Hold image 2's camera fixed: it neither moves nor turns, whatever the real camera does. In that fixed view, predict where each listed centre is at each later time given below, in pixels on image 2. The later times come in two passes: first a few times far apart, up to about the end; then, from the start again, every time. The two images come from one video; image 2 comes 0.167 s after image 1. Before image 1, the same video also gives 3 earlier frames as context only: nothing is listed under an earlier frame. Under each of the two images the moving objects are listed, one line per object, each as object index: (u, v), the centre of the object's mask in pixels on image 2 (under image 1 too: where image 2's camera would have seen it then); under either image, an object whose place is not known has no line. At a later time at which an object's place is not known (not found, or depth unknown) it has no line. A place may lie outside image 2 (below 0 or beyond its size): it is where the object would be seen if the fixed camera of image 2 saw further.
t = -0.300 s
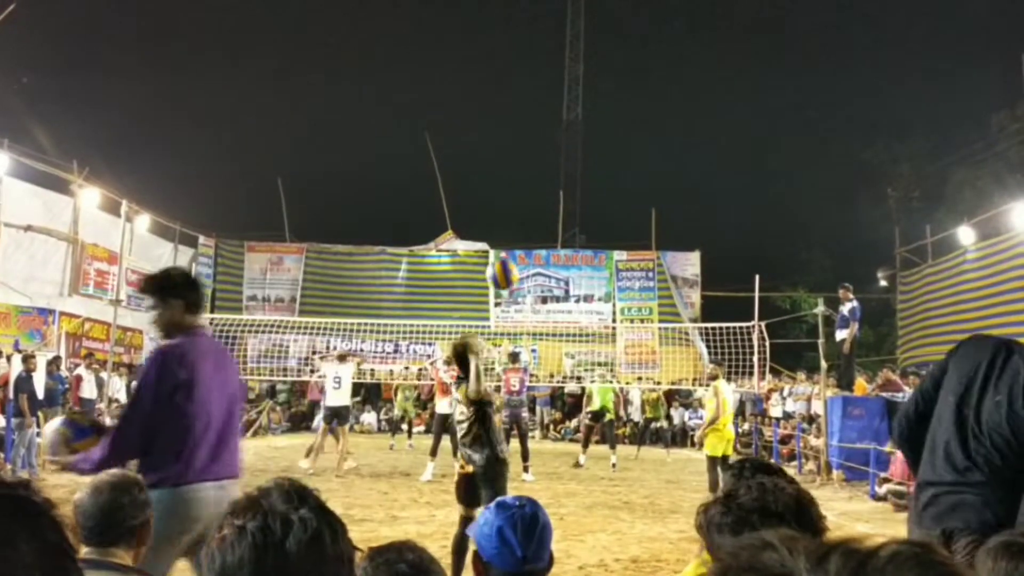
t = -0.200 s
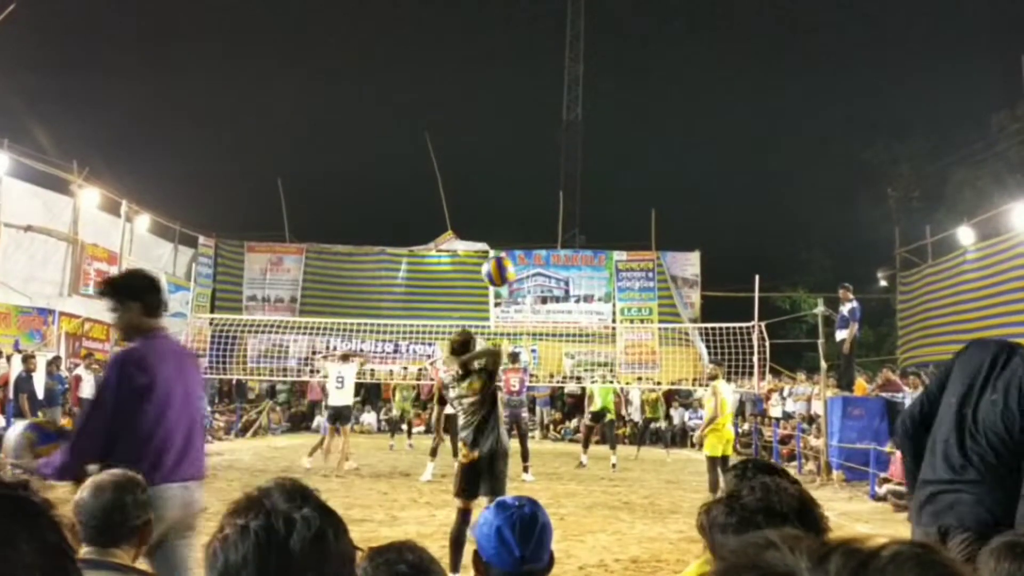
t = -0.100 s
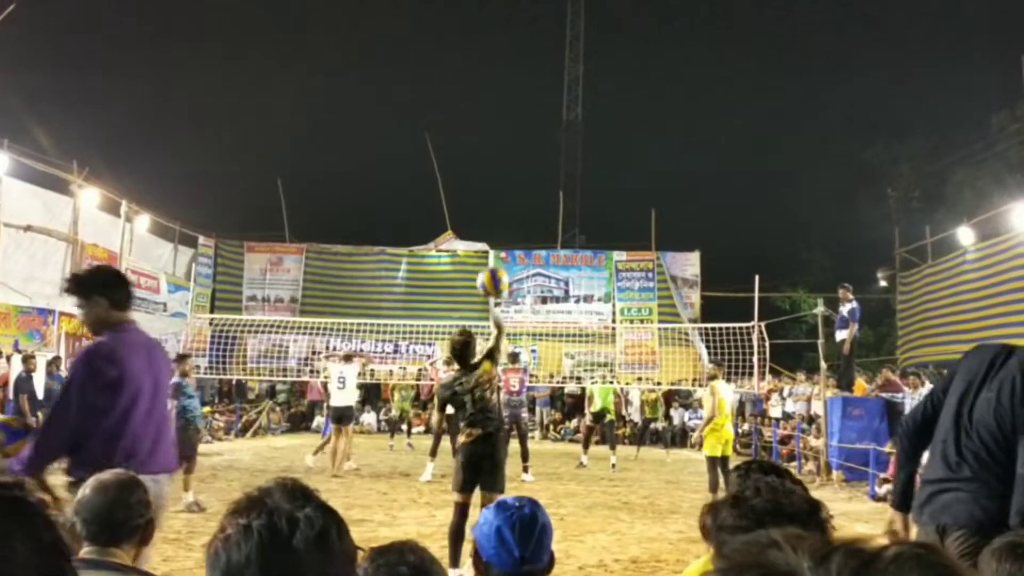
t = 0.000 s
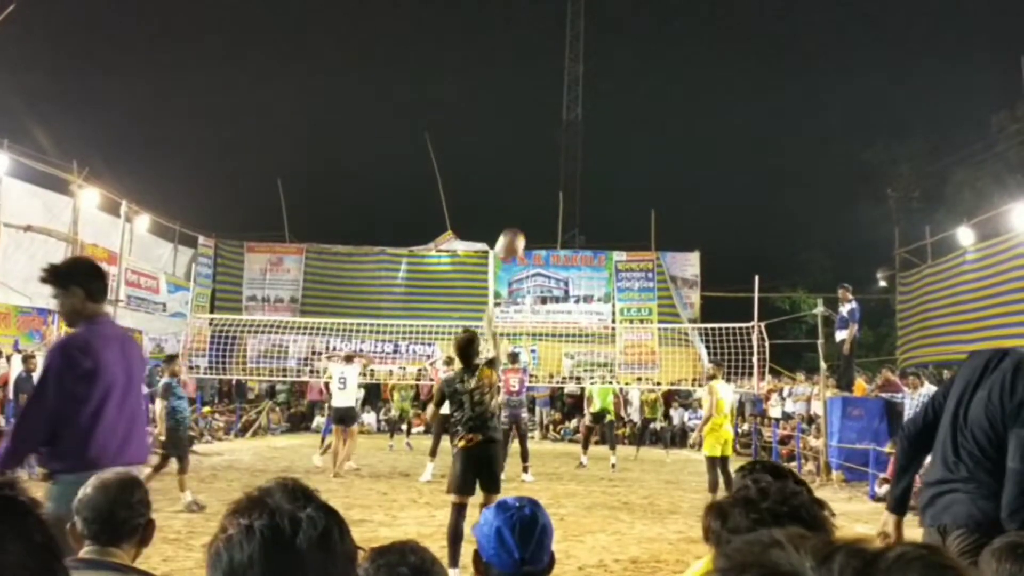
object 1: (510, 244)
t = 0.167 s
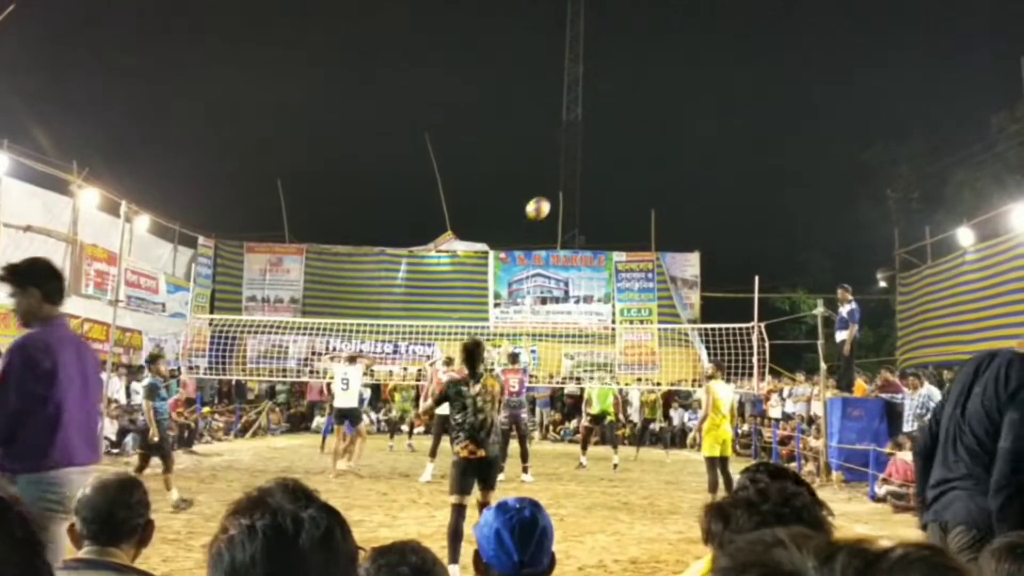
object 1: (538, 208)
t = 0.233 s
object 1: (546, 204)
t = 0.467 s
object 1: (558, 217)
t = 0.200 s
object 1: (542, 205)
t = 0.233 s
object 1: (546, 204)
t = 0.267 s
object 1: (549, 203)
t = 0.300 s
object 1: (551, 204)
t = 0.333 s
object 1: (553, 205)
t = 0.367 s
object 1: (555, 207)
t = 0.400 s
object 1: (556, 210)
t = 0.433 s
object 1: (557, 213)
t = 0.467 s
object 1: (558, 217)
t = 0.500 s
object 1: (559, 221)
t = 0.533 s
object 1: (559, 226)
